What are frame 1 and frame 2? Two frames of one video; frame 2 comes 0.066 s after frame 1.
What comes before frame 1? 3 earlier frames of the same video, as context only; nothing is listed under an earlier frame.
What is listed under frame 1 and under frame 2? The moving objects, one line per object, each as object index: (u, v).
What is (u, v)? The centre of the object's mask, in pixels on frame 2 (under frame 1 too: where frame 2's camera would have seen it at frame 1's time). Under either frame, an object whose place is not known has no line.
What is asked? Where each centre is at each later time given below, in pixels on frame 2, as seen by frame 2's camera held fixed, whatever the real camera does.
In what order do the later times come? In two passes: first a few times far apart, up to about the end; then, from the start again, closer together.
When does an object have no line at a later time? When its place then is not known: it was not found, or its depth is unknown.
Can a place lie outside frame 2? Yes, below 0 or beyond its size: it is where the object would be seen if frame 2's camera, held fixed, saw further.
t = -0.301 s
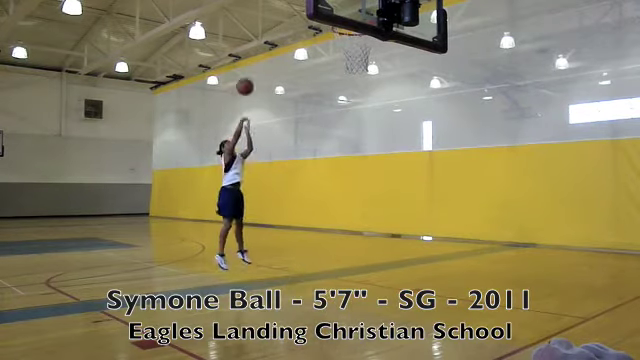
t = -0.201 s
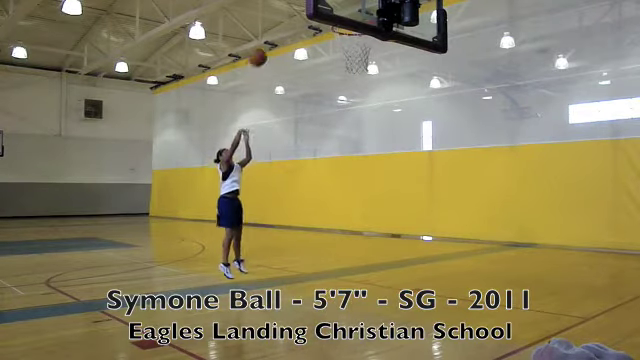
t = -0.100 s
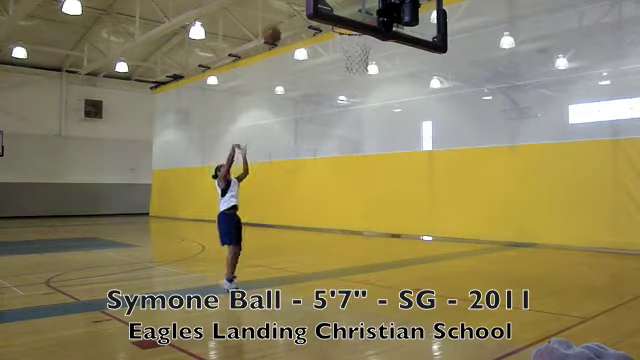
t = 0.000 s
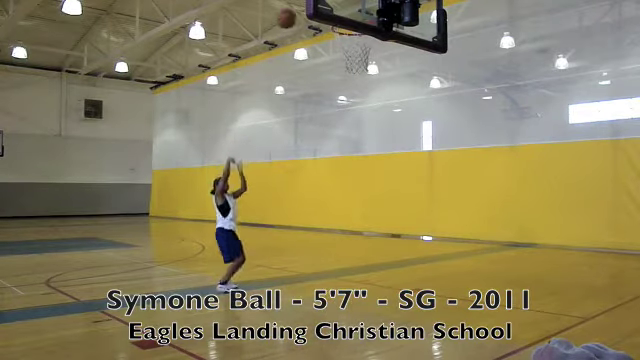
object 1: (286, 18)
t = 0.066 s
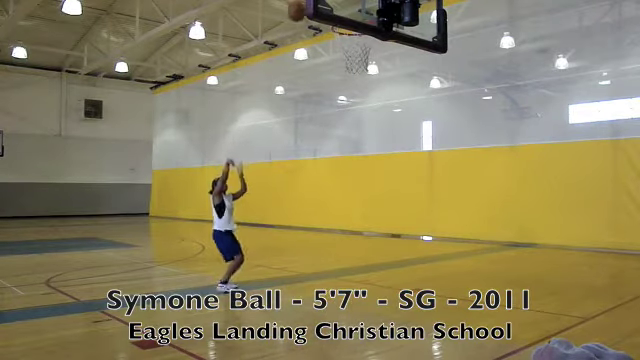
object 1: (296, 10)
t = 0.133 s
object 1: (301, 8)
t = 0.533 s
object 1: (362, 66)
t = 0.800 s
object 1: (367, 162)
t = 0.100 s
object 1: (298, 8)
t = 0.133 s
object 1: (301, 8)
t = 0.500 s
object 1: (362, 57)
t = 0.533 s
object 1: (362, 66)
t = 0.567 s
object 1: (363, 74)
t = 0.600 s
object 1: (364, 84)
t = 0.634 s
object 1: (364, 94)
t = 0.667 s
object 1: (365, 106)
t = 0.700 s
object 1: (365, 119)
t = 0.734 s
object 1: (366, 132)
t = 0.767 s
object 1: (366, 147)
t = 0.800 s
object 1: (367, 162)
